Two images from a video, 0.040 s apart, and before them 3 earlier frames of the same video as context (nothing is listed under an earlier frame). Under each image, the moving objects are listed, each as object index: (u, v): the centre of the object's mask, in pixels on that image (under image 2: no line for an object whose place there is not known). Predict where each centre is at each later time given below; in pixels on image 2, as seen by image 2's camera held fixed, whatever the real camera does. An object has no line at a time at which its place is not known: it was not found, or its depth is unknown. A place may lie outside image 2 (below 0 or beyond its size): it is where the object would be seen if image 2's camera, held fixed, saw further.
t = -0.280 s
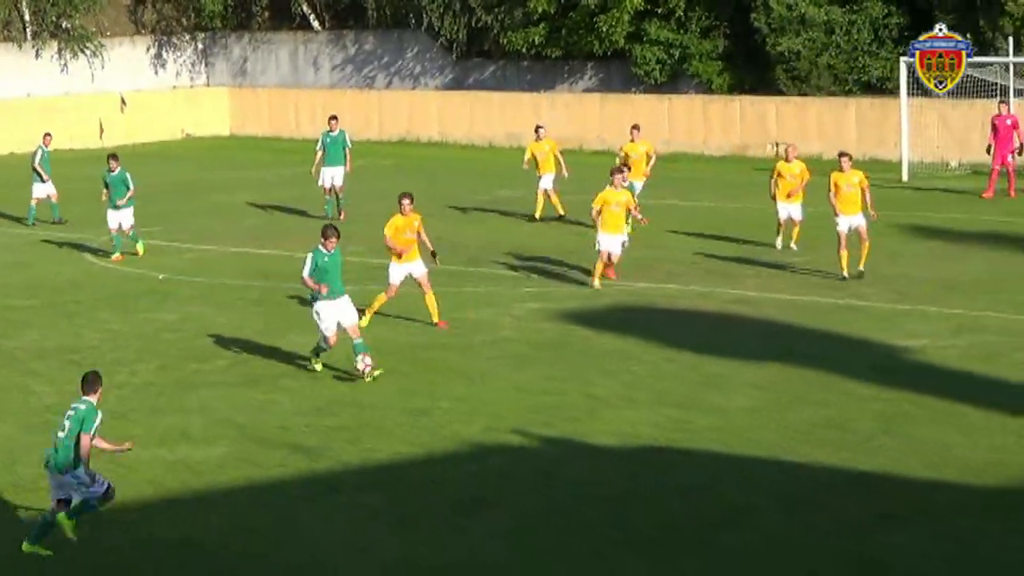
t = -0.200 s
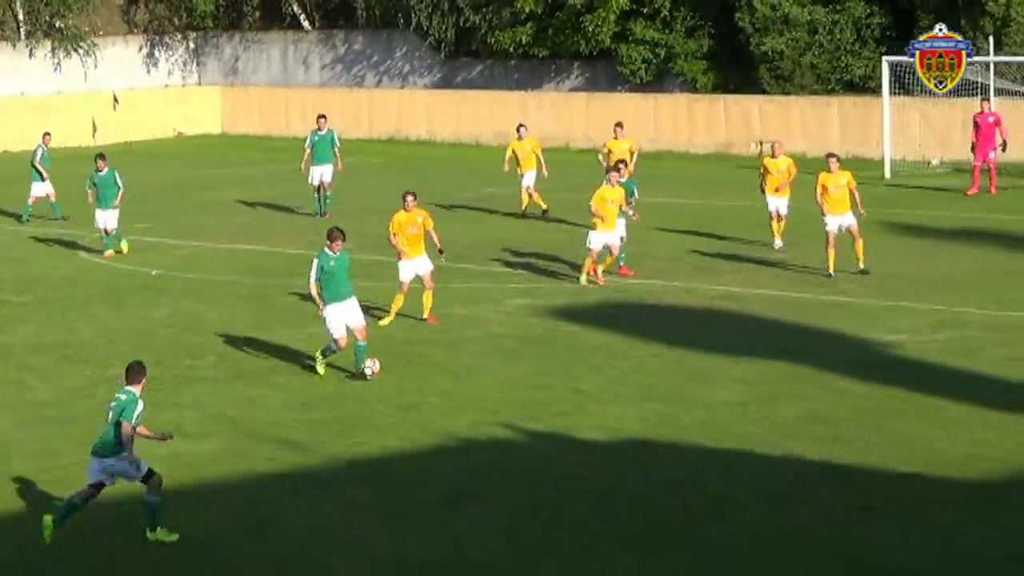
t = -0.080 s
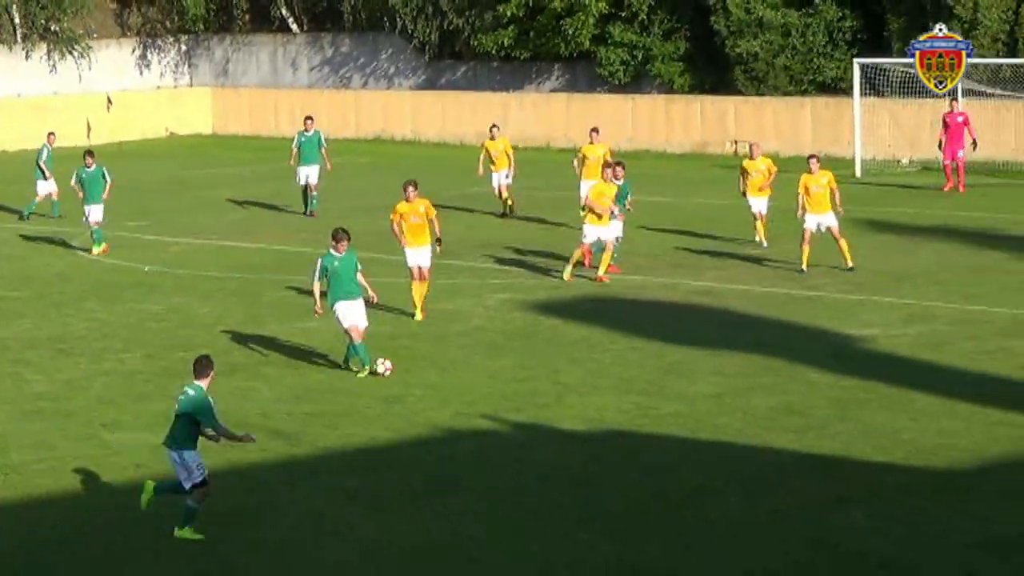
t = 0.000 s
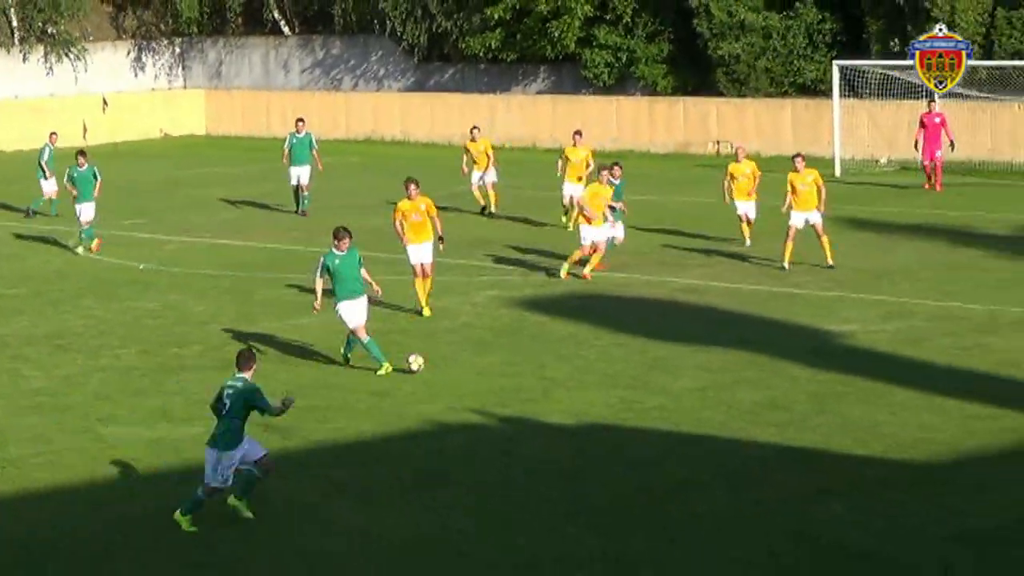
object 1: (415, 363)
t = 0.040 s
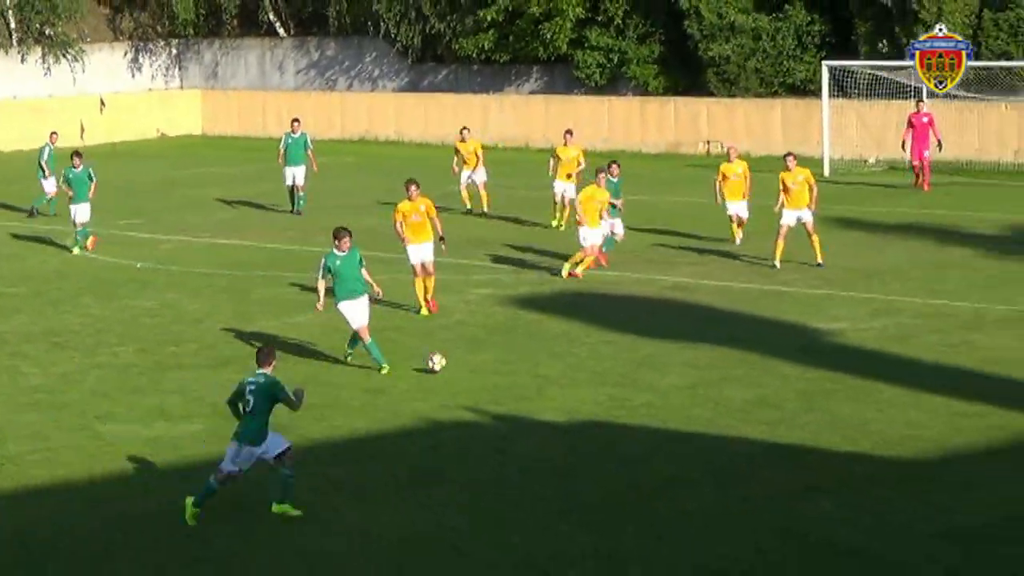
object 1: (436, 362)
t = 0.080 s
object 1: (464, 365)
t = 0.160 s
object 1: (519, 374)
